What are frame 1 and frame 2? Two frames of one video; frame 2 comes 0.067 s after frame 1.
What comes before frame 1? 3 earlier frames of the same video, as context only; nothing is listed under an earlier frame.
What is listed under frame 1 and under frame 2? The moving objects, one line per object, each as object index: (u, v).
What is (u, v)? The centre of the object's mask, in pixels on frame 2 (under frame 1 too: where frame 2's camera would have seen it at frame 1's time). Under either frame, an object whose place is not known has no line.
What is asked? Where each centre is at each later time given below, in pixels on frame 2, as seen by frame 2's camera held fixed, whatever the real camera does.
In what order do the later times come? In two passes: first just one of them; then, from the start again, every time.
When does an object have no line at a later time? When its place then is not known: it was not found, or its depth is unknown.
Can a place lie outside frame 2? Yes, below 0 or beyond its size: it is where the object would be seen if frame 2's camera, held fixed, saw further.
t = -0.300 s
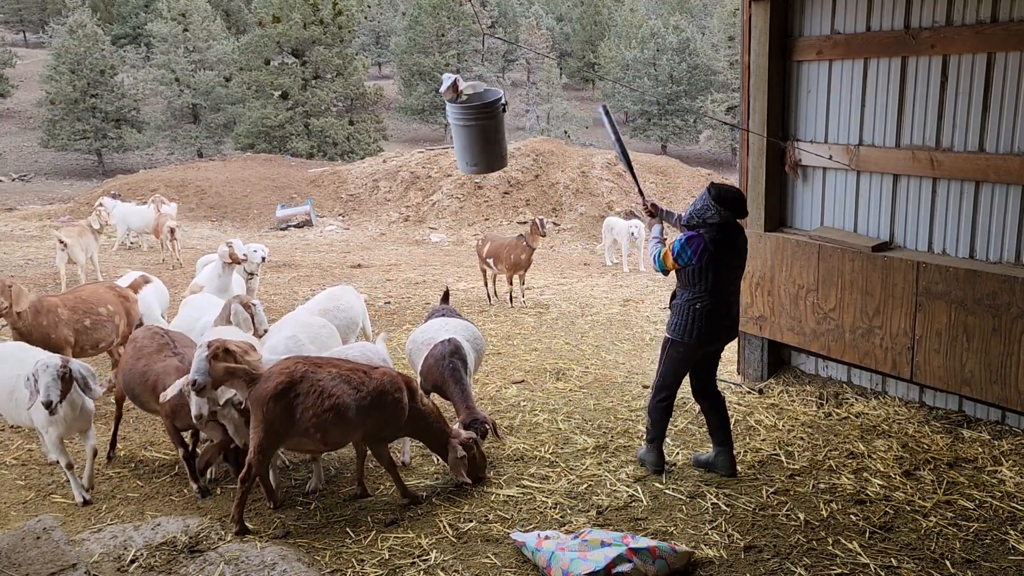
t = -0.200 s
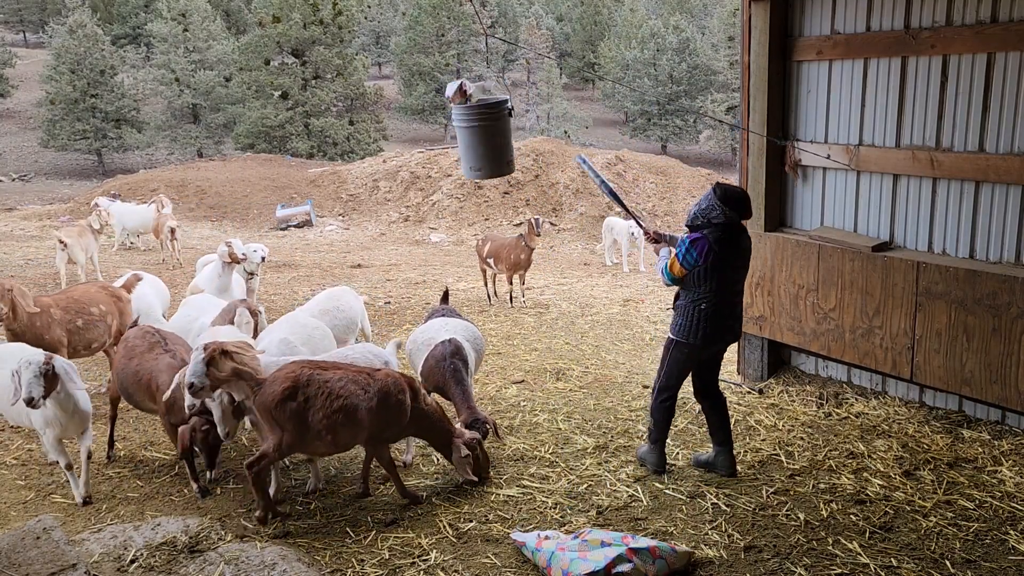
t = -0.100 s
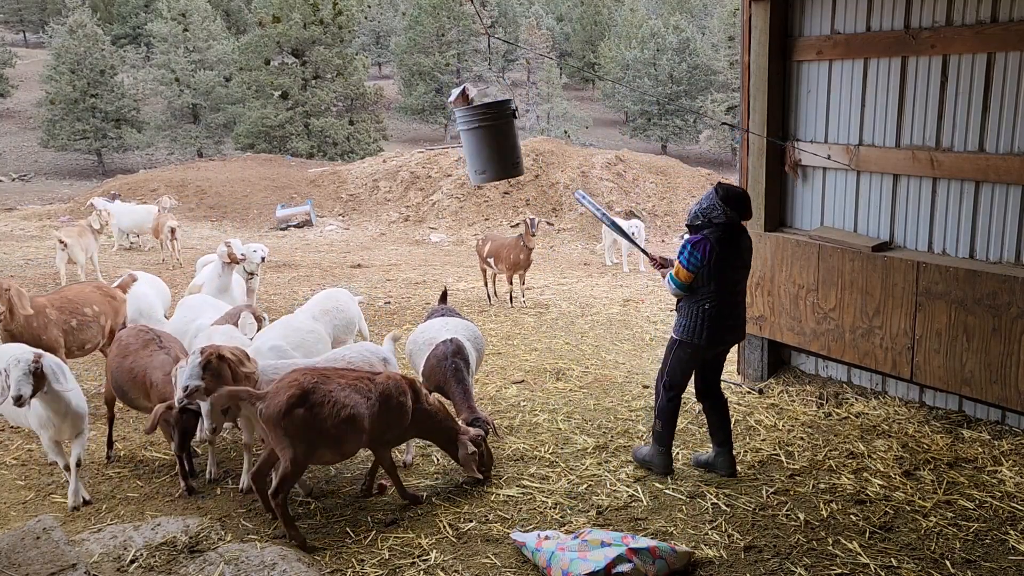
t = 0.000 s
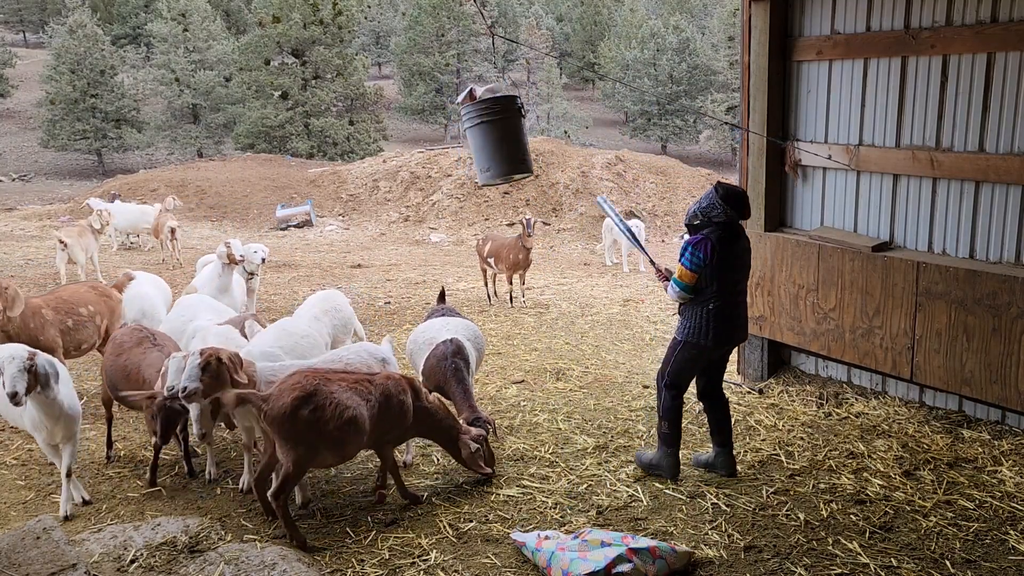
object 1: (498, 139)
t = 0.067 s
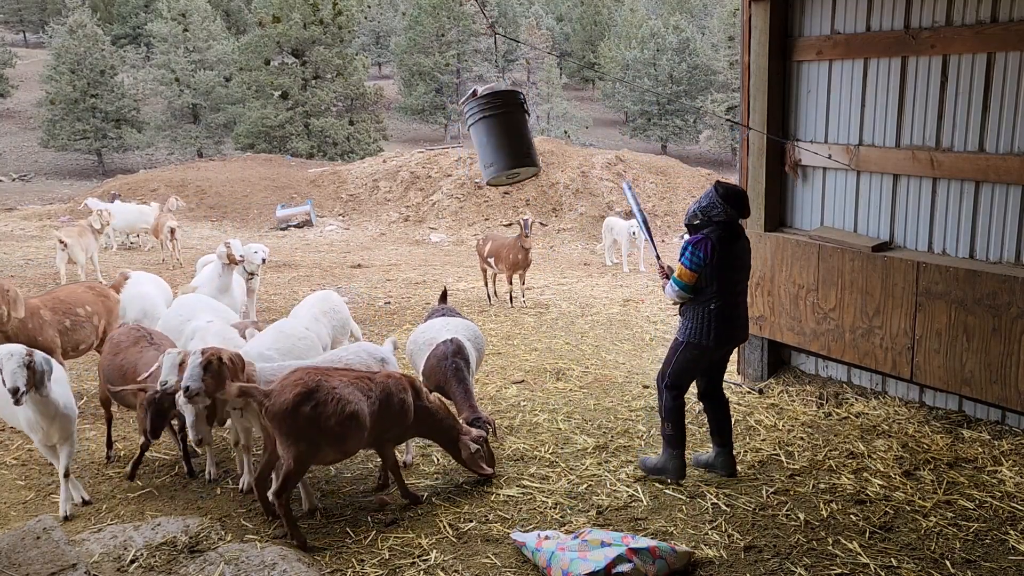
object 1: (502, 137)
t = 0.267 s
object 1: (515, 127)
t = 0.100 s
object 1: (505, 135)
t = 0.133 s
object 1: (508, 133)
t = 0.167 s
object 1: (510, 131)
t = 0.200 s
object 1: (512, 130)
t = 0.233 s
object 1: (514, 128)
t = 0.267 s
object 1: (515, 127)
